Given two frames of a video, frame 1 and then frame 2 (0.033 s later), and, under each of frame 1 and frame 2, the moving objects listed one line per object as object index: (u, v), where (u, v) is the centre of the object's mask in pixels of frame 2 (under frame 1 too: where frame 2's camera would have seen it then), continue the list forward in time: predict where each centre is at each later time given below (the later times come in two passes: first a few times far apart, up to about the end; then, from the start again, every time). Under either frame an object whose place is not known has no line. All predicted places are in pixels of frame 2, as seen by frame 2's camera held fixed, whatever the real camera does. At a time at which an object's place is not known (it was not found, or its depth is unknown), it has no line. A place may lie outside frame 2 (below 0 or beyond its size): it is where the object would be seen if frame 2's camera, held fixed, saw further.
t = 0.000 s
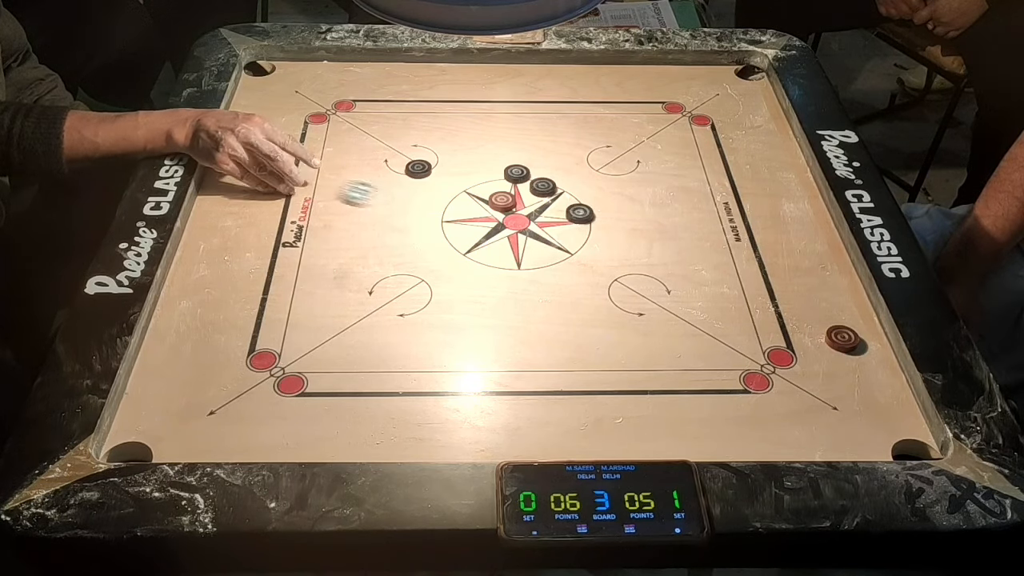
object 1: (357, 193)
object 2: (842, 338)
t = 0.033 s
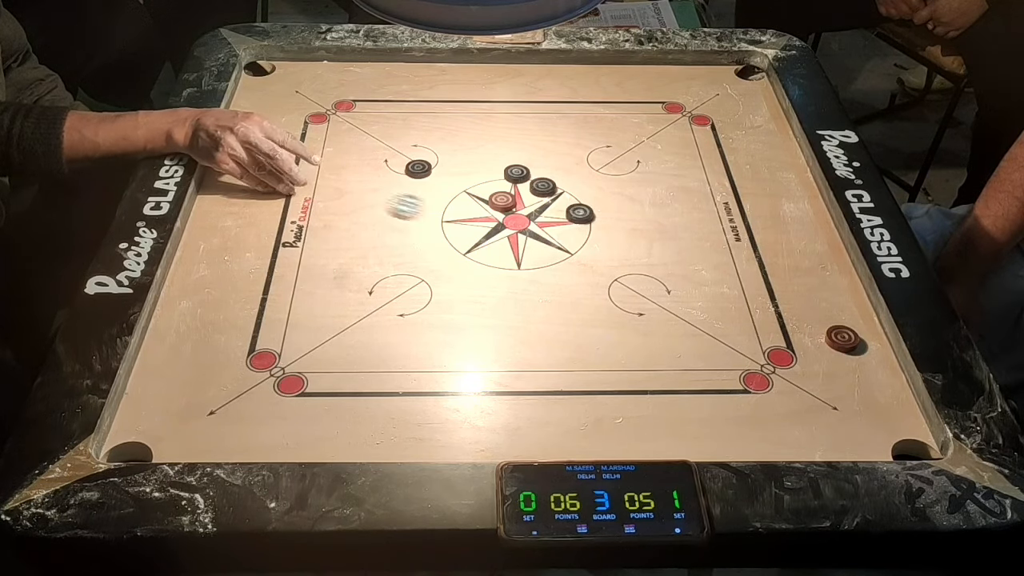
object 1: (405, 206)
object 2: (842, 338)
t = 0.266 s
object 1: (753, 297)
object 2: (842, 338)
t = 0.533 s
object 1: (709, 324)
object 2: (882, 440)
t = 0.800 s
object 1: (575, 328)
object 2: (858, 400)
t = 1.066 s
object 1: (537, 329)
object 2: (858, 400)
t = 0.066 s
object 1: (455, 220)
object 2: (842, 338)
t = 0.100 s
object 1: (506, 233)
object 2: (842, 338)
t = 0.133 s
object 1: (555, 246)
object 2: (842, 338)
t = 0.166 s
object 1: (605, 259)
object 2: (842, 338)
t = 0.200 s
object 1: (654, 271)
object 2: (842, 338)
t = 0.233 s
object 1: (704, 284)
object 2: (842, 338)
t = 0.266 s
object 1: (753, 297)
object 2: (842, 338)
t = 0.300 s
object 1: (803, 310)
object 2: (842, 338)
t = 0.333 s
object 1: (847, 317)
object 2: (861, 356)
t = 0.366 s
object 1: (844, 319)
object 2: (888, 383)
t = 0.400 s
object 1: (814, 320)
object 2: (897, 407)
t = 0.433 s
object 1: (786, 321)
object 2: (896, 429)
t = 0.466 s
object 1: (758, 322)
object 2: (895, 449)
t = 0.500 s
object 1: (733, 323)
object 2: (889, 450)
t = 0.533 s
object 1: (709, 324)
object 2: (882, 440)
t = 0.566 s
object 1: (687, 324)
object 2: (874, 428)
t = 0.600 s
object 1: (667, 325)
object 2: (869, 419)
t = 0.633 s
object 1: (647, 326)
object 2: (865, 412)
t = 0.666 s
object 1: (630, 326)
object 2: (862, 407)
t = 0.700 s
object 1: (614, 327)
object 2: (859, 403)
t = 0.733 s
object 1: (600, 328)
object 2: (858, 401)
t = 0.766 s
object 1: (587, 328)
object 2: (858, 400)
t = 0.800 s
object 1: (575, 328)
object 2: (858, 400)
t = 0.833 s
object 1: (565, 329)
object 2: (858, 400)
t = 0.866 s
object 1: (557, 329)
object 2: (858, 400)
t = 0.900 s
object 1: (550, 329)
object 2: (858, 400)
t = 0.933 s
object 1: (544, 329)
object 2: (858, 400)
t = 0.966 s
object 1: (541, 329)
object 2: (858, 400)
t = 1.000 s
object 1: (538, 329)
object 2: (858, 400)
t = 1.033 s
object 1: (537, 329)
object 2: (858, 400)
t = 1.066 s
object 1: (537, 329)
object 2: (858, 400)
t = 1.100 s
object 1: (537, 329)
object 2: (858, 400)
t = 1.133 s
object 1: (537, 329)
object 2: (858, 400)
